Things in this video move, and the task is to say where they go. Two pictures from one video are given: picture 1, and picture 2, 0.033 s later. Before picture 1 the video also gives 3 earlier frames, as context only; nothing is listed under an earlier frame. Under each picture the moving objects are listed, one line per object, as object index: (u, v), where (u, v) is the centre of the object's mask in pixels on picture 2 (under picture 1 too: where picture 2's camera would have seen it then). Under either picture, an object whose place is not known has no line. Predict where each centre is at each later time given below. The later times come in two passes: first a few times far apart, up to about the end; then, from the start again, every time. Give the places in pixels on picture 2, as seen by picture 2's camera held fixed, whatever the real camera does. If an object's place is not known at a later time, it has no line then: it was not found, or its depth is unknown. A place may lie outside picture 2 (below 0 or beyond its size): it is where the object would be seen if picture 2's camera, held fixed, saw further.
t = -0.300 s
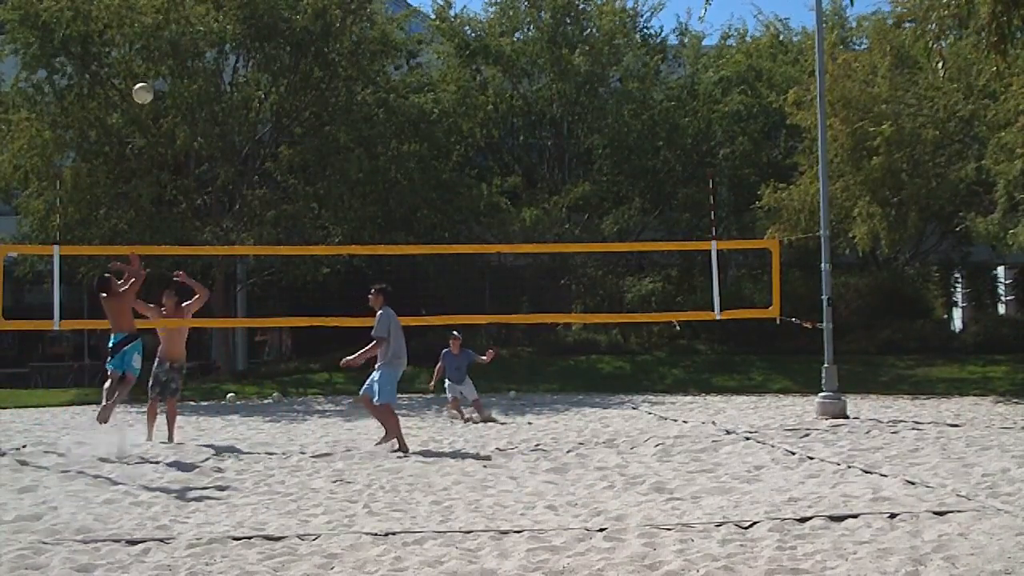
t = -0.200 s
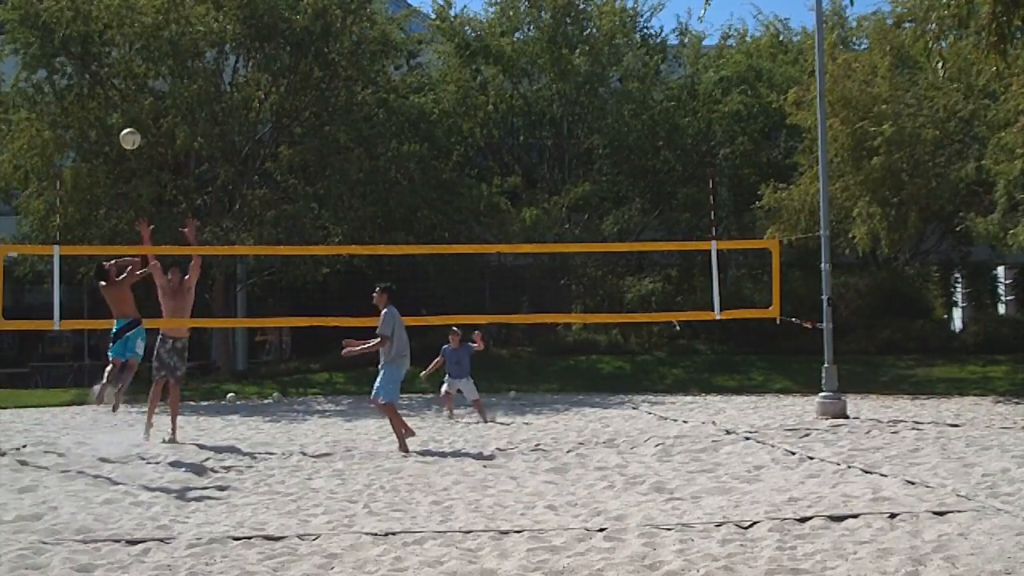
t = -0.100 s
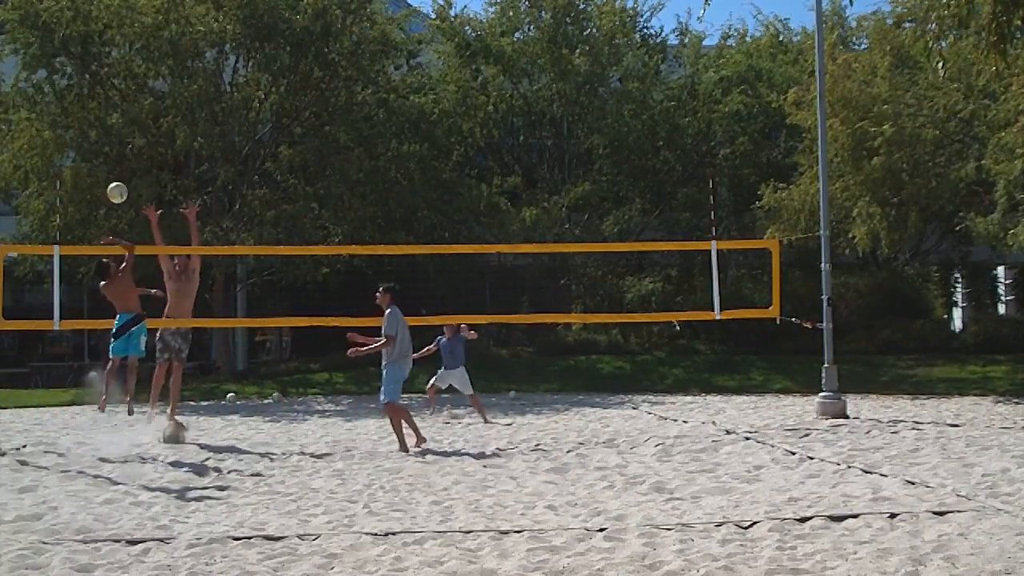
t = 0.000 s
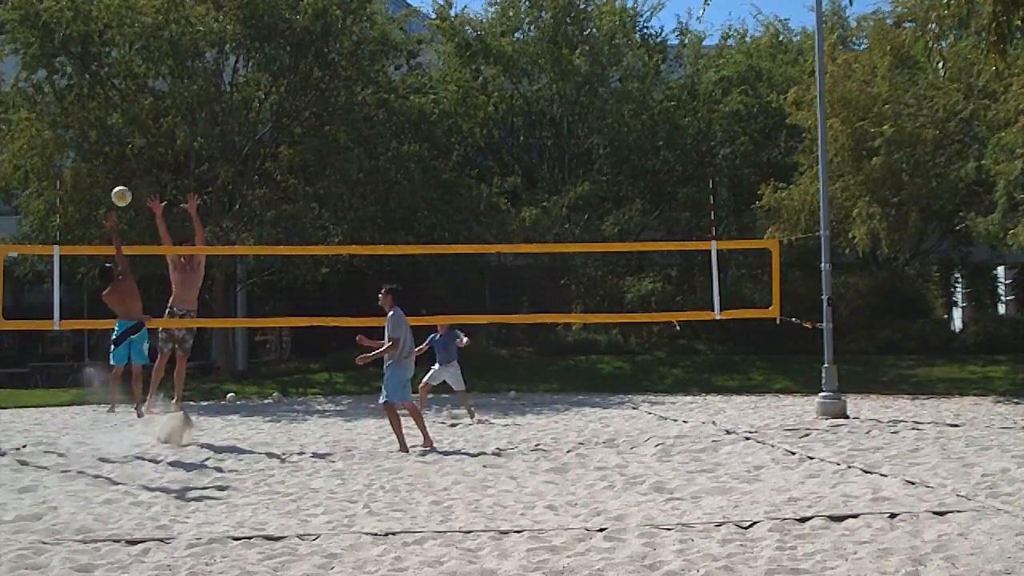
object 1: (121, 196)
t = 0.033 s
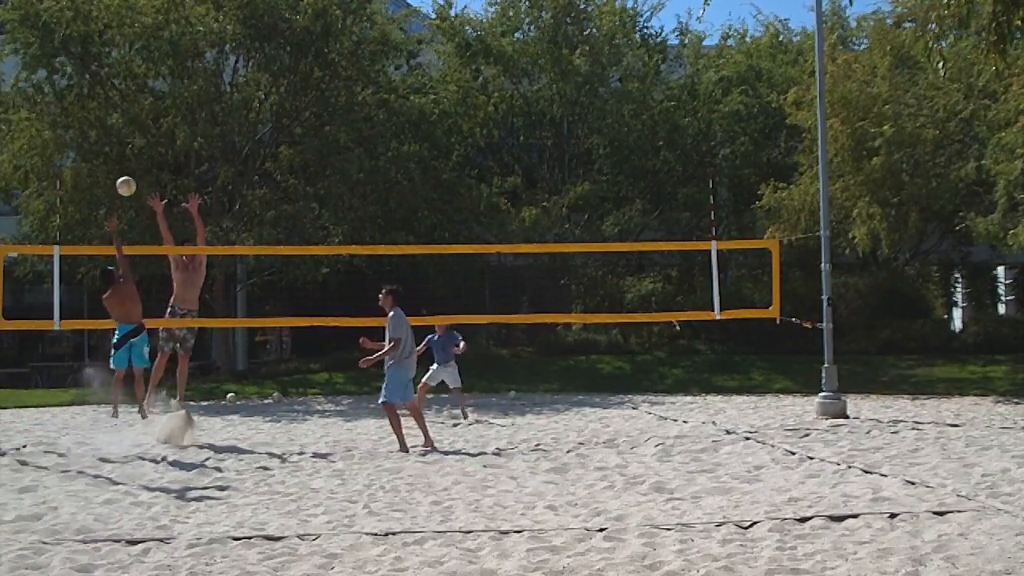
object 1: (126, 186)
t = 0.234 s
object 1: (151, 151)
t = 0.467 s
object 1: (175, 154)
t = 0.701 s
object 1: (194, 194)
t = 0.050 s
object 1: (128, 182)
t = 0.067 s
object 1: (130, 177)
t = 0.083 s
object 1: (132, 173)
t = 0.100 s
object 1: (134, 170)
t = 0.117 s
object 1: (137, 166)
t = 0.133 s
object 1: (139, 163)
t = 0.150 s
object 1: (141, 160)
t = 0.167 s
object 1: (143, 158)
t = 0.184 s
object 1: (145, 156)
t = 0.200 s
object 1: (147, 154)
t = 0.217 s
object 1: (149, 152)
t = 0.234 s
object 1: (151, 151)
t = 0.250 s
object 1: (152, 150)
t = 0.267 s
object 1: (154, 149)
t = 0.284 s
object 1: (156, 148)
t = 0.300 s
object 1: (158, 148)
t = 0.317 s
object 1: (160, 147)
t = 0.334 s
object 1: (161, 147)
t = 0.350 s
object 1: (163, 147)
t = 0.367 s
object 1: (165, 148)
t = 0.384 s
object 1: (167, 148)
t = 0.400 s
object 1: (168, 149)
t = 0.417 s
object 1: (170, 150)
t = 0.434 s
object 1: (171, 151)
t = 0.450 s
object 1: (173, 153)
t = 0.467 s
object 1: (175, 154)
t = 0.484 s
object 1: (176, 156)
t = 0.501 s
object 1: (178, 158)
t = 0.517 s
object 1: (179, 160)
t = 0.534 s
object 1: (180, 163)
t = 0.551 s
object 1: (182, 165)
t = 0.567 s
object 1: (183, 167)
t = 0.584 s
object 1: (185, 170)
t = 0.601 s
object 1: (186, 173)
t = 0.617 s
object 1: (187, 176)
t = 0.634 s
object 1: (189, 179)
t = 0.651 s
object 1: (190, 183)
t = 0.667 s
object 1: (191, 186)
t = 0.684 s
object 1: (193, 190)
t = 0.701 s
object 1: (194, 194)
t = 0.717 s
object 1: (196, 198)
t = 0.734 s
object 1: (197, 202)
